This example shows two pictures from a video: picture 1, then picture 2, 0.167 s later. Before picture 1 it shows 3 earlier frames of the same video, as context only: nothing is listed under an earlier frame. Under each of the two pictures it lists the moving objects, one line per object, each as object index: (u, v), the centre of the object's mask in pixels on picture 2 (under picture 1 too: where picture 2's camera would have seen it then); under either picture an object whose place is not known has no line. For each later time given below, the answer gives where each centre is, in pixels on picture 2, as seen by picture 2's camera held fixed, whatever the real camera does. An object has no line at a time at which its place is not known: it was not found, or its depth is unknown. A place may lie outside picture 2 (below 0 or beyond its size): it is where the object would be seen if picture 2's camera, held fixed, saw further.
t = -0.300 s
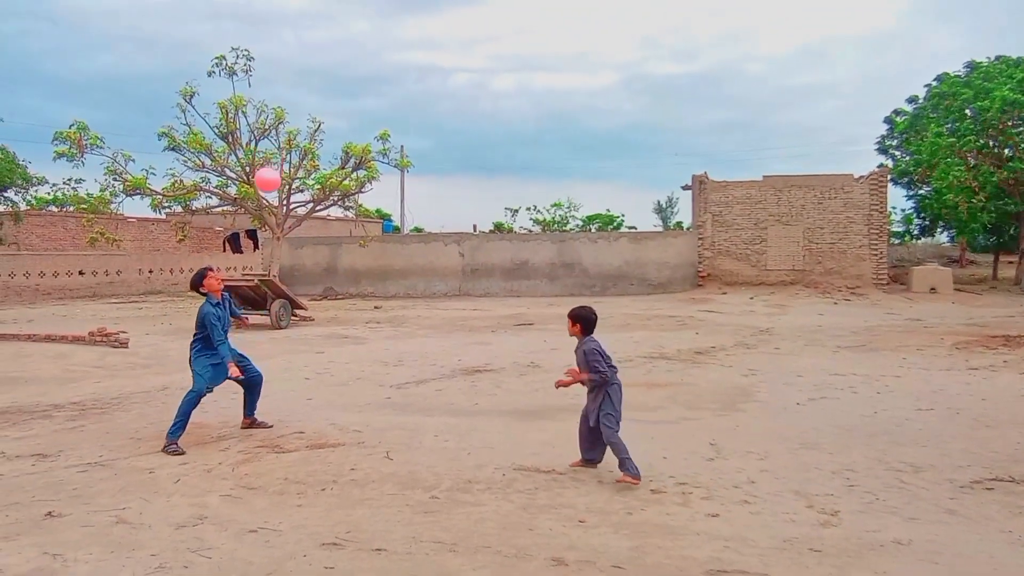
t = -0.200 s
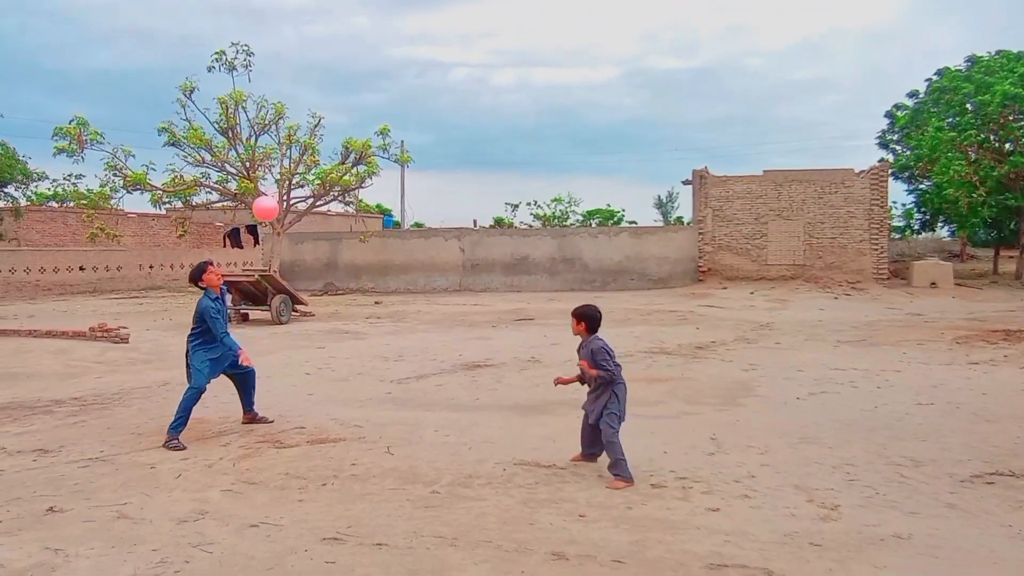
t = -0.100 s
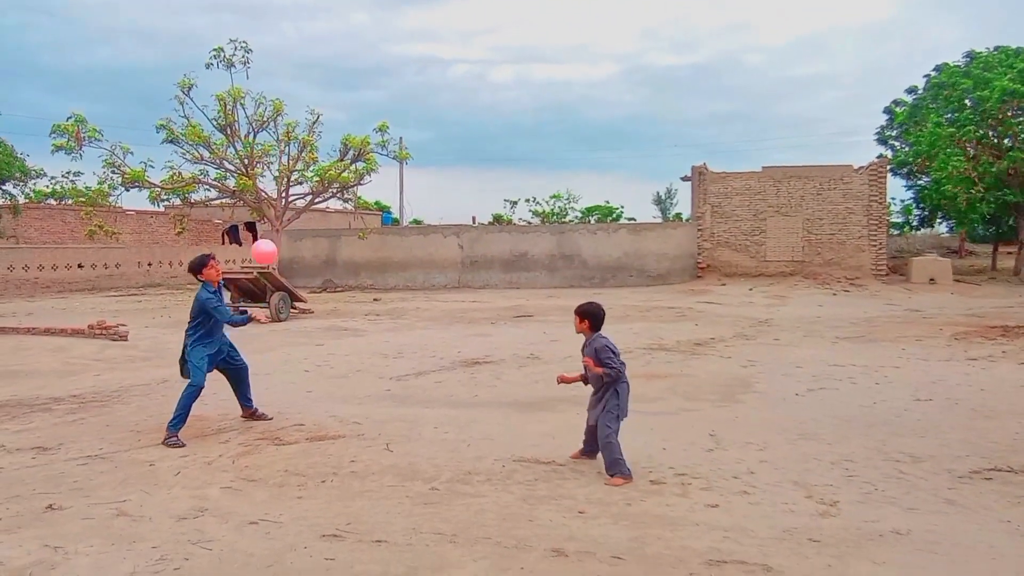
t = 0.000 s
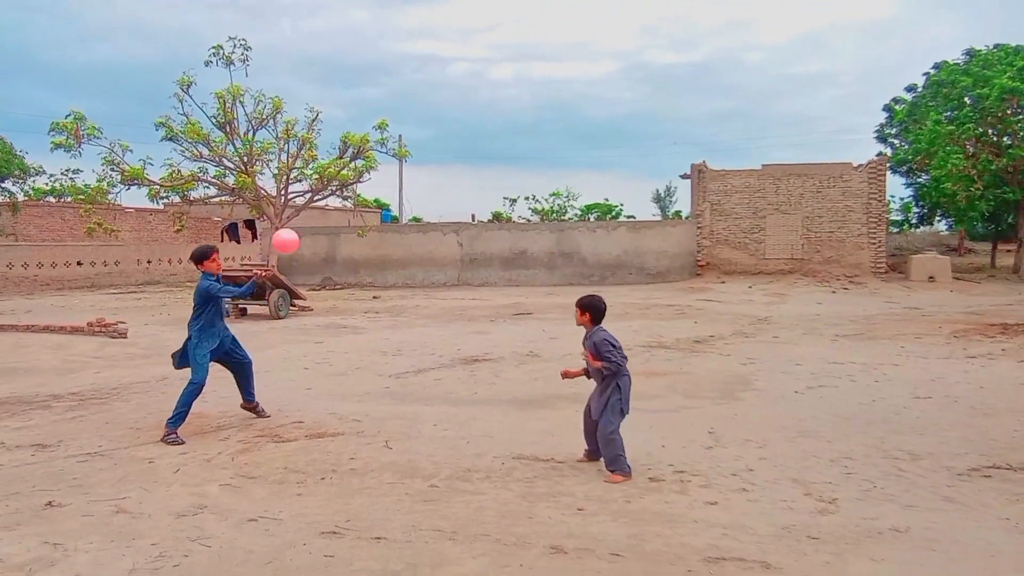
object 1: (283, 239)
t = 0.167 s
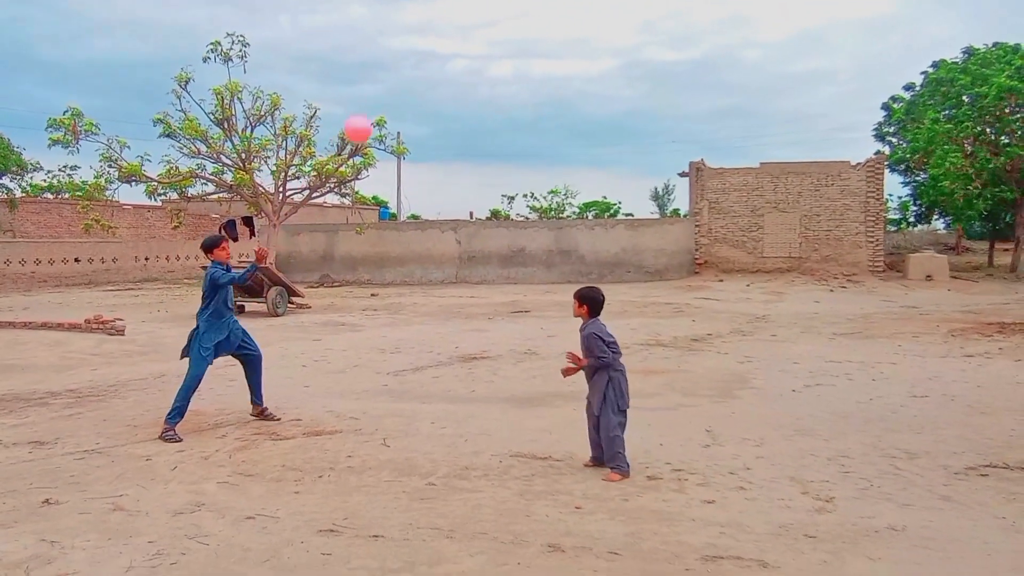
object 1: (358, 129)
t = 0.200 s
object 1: (374, 111)
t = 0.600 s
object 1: (558, 49)
